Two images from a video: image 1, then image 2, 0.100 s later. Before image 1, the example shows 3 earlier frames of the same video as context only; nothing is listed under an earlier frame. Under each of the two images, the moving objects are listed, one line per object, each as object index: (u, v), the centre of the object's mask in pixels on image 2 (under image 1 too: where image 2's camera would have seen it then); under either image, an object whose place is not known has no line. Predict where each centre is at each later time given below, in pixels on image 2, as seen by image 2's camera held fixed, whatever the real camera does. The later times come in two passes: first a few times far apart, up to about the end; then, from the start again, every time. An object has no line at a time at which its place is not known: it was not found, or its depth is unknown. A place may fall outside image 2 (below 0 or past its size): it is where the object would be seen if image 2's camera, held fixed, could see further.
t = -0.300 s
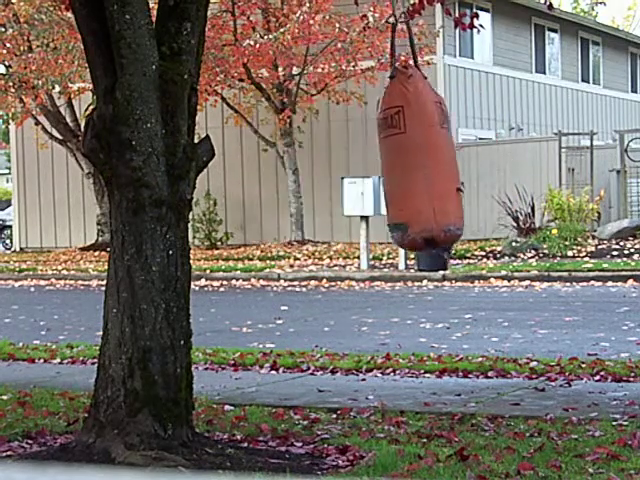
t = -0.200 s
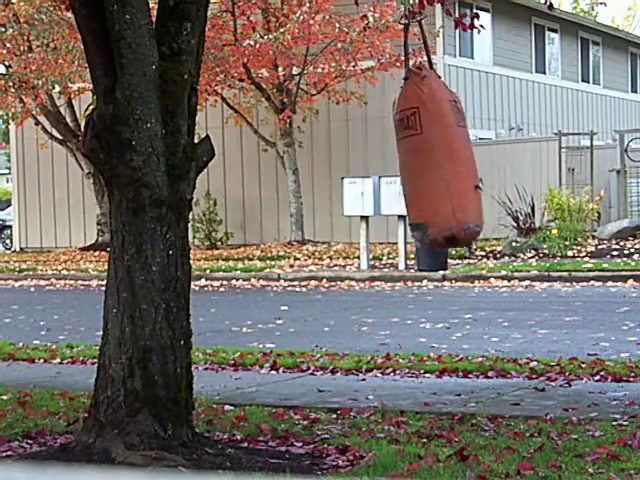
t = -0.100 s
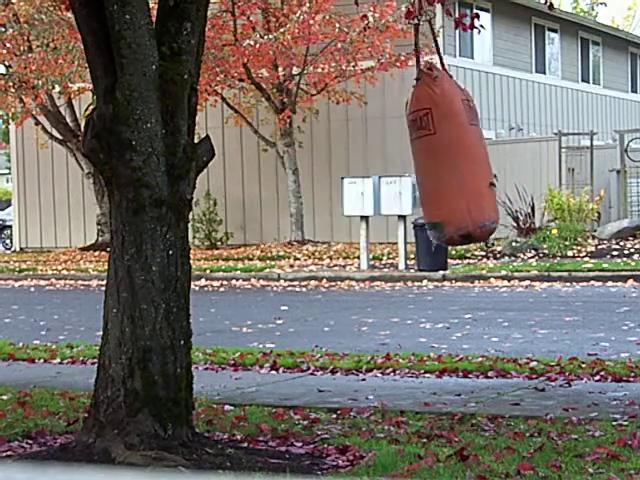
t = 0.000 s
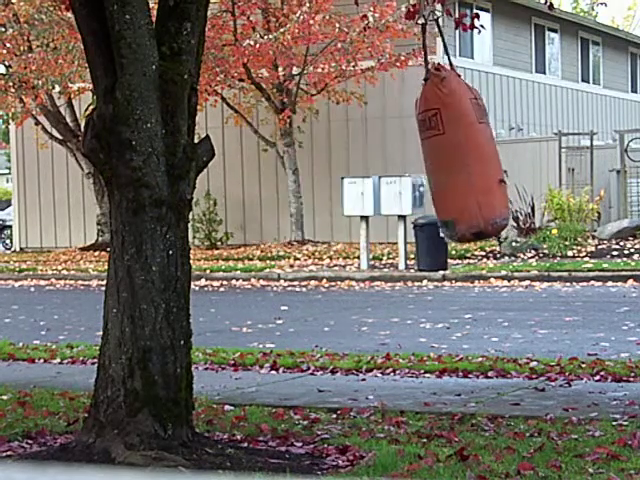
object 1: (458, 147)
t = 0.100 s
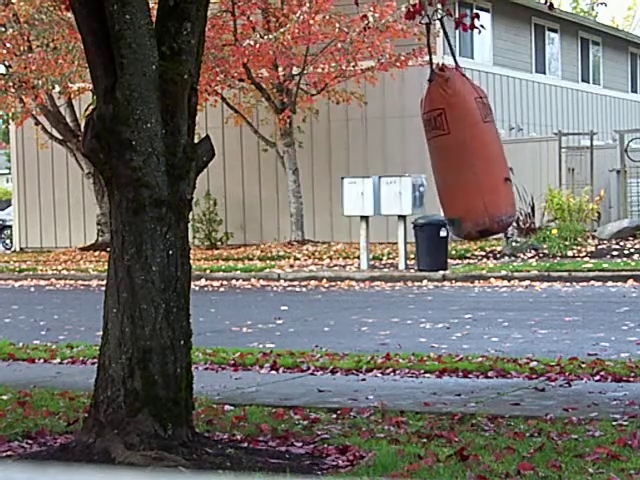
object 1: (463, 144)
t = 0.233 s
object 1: (464, 142)
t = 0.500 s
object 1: (445, 144)
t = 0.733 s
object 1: (410, 146)
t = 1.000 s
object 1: (359, 151)
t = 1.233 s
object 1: (316, 150)
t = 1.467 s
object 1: (288, 146)
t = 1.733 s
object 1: (282, 142)
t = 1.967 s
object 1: (303, 143)
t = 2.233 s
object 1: (350, 151)
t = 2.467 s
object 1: (398, 154)
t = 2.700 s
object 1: (437, 147)
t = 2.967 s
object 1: (458, 142)
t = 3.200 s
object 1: (454, 140)
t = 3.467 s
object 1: (426, 142)
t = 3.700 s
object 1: (388, 149)
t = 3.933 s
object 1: (346, 150)
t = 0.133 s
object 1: (464, 143)
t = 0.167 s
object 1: (465, 143)
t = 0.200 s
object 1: (465, 142)
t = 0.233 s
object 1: (464, 142)
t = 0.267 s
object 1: (463, 142)
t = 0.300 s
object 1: (462, 142)
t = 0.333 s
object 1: (460, 142)
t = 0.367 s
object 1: (458, 142)
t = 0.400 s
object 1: (455, 142)
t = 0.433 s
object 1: (452, 143)
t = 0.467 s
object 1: (449, 143)
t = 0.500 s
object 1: (445, 144)
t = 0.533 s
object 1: (442, 150)
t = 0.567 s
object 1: (436, 143)
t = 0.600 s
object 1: (433, 151)
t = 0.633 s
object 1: (428, 152)
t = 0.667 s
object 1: (423, 153)
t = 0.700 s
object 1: (416, 145)
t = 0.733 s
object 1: (410, 146)
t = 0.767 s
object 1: (404, 147)
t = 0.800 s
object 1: (398, 148)
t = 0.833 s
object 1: (391, 148)
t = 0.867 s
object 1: (385, 149)
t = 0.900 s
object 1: (378, 149)
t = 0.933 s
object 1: (372, 151)
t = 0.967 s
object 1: (365, 151)
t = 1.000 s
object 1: (359, 151)
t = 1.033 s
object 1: (352, 150)
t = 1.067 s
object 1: (346, 159)
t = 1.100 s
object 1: (340, 159)
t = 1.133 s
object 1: (334, 151)
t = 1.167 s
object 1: (328, 151)
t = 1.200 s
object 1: (322, 152)
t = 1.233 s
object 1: (316, 150)
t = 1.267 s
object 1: (311, 155)
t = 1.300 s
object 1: (307, 150)
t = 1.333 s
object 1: (302, 149)
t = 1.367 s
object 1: (298, 149)
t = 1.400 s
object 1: (294, 153)
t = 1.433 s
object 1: (290, 152)
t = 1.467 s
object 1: (288, 146)
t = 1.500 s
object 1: (285, 146)
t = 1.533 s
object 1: (283, 145)
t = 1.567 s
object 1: (282, 144)
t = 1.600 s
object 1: (281, 144)
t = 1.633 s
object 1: (281, 143)
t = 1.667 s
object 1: (280, 143)
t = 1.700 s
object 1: (281, 142)
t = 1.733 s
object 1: (282, 142)
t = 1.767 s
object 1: (283, 143)
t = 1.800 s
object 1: (285, 142)
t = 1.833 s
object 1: (287, 142)
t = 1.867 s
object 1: (290, 142)
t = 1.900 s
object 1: (294, 142)
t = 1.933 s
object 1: (298, 143)
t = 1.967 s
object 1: (303, 143)
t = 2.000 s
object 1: (308, 144)
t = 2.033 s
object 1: (313, 144)
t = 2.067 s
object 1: (318, 145)
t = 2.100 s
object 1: (324, 145)
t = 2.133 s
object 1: (330, 146)
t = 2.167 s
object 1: (337, 147)
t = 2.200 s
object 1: (344, 150)
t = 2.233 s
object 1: (350, 151)
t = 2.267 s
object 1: (357, 153)
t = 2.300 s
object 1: (364, 149)
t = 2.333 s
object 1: (371, 150)
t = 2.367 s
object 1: (378, 155)
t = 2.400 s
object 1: (385, 150)
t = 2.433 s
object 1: (392, 151)
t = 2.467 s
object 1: (398, 154)
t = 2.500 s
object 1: (405, 155)
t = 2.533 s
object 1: (410, 151)
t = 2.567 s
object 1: (417, 150)
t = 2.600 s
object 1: (422, 149)
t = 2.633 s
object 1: (427, 149)
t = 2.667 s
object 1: (433, 148)
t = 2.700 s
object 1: (437, 147)
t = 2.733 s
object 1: (441, 146)
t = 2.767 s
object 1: (445, 146)
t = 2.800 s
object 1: (448, 144)
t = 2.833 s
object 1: (451, 144)
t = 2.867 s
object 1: (454, 143)
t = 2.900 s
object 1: (456, 143)
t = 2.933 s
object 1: (457, 143)
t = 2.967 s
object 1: (458, 142)
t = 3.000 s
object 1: (459, 141)
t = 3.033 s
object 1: (459, 140)
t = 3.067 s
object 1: (459, 140)
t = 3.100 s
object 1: (459, 140)
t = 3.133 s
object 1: (458, 140)
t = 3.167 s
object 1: (456, 140)
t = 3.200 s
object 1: (454, 140)
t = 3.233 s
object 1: (452, 139)
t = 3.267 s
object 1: (449, 138)
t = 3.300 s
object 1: (446, 139)
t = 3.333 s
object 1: (443, 141)
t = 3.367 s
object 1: (440, 141)
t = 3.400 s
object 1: (436, 142)
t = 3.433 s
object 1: (431, 142)
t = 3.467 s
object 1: (426, 142)
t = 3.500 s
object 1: (422, 148)
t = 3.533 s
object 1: (417, 144)
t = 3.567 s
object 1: (411, 146)
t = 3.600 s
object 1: (406, 145)
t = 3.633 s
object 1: (400, 147)
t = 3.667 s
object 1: (394, 148)
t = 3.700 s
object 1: (388, 149)
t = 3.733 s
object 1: (382, 148)
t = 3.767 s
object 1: (376, 149)
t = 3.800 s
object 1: (369, 149)
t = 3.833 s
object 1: (363, 150)
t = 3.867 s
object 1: (357, 150)
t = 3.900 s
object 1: (351, 150)
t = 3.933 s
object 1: (346, 150)
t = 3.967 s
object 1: (339, 156)
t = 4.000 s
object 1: (334, 151)
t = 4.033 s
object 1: (328, 150)
